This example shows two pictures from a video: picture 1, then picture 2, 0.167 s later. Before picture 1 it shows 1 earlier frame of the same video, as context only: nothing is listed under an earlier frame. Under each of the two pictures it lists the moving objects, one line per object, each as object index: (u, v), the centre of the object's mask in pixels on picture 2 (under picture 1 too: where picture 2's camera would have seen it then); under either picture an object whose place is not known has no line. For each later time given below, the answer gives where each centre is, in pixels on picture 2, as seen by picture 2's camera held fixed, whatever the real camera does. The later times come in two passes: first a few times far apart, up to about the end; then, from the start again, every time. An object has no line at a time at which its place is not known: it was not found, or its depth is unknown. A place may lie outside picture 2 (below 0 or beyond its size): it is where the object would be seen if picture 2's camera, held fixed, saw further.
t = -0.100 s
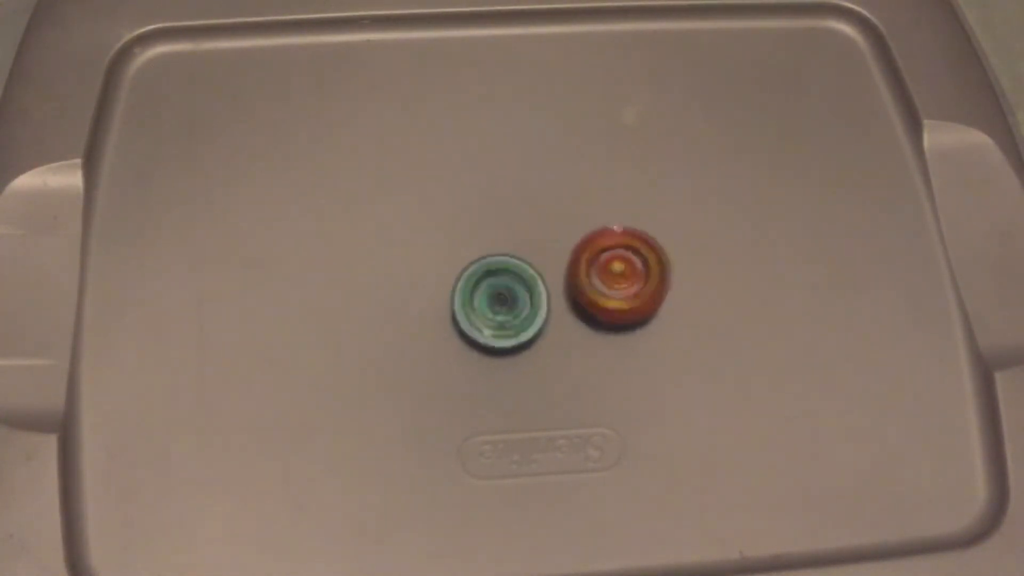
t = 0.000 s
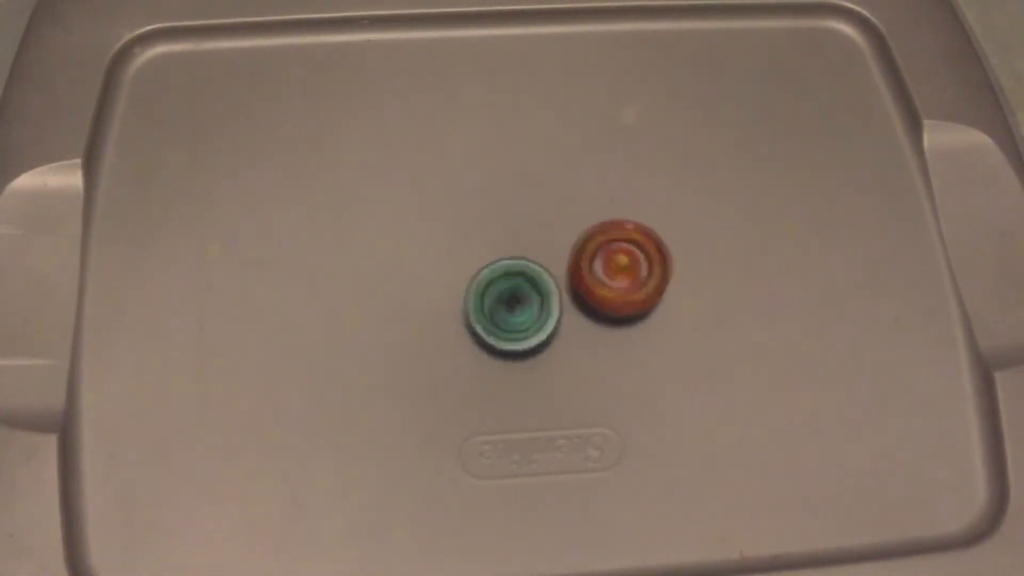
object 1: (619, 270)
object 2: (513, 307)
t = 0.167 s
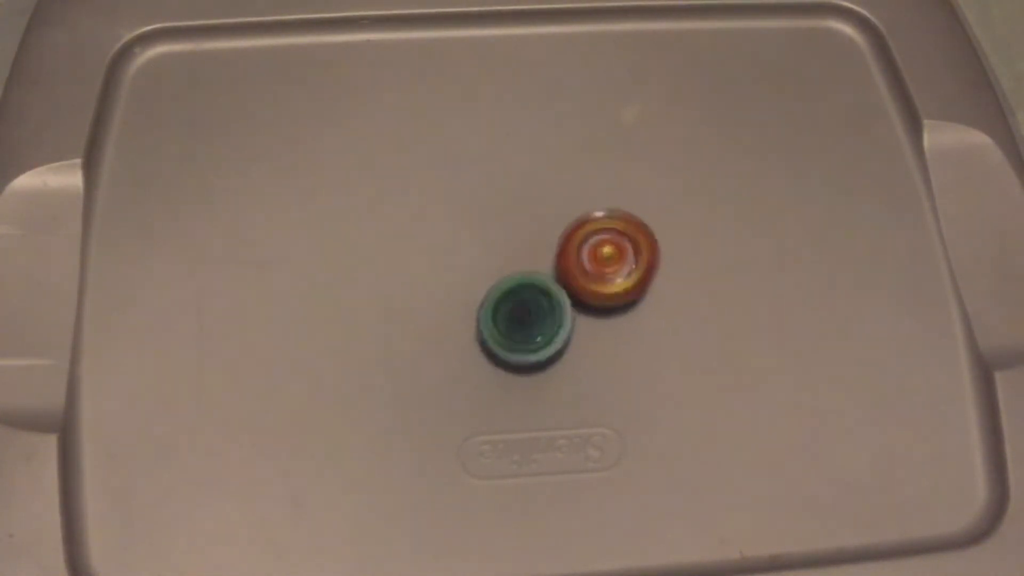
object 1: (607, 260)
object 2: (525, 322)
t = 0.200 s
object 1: (606, 256)
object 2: (520, 325)
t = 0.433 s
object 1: (580, 243)
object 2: (501, 333)
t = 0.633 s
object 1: (544, 242)
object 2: (483, 317)
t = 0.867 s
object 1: (532, 206)
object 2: (444, 326)
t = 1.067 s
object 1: (510, 195)
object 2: (448, 298)
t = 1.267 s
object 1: (487, 200)
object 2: (486, 297)
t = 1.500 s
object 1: (488, 219)
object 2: (514, 335)
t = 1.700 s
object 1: (505, 247)
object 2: (500, 347)
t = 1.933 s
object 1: (536, 247)
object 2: (482, 343)
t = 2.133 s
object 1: (536, 233)
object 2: (484, 335)
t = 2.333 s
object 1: (518, 235)
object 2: (501, 330)
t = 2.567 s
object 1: (516, 257)
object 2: (506, 352)
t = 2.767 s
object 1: (539, 262)
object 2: (499, 346)
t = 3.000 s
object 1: (544, 240)
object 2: (487, 325)
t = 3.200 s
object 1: (538, 237)
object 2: (489, 317)
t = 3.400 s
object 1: (531, 243)
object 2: (475, 346)
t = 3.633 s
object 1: (541, 245)
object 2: (461, 325)
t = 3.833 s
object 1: (550, 225)
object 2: (474, 305)
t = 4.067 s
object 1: (553, 208)
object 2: (490, 315)
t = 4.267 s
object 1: (549, 210)
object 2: (507, 314)
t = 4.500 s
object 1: (550, 212)
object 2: (520, 320)
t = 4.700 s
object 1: (550, 212)
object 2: (530, 310)
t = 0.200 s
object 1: (606, 256)
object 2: (520, 325)
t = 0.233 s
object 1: (601, 254)
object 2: (519, 327)
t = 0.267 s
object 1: (601, 252)
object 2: (519, 331)
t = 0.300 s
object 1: (597, 248)
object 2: (515, 333)
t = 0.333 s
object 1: (594, 247)
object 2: (510, 333)
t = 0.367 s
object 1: (589, 244)
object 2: (508, 333)
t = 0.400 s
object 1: (584, 244)
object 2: (505, 334)
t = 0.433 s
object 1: (580, 243)
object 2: (501, 333)
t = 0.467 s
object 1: (572, 242)
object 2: (499, 329)
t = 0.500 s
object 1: (567, 243)
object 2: (497, 327)
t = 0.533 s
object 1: (560, 244)
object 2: (494, 324)
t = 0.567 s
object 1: (554, 244)
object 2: (492, 320)
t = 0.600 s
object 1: (548, 243)
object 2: (488, 319)
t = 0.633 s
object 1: (544, 242)
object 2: (483, 317)
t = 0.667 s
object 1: (540, 238)
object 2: (476, 320)
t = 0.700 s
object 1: (541, 229)
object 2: (466, 330)
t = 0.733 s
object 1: (538, 223)
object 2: (458, 334)
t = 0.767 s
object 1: (537, 222)
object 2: (452, 333)
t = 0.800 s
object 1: (538, 217)
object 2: (450, 330)
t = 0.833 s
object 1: (536, 211)
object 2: (448, 329)
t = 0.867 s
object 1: (532, 206)
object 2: (444, 326)
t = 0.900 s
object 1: (528, 202)
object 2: (440, 321)
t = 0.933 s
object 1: (526, 200)
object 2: (440, 315)
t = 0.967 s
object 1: (521, 197)
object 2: (442, 312)
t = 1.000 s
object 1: (518, 196)
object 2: (442, 309)
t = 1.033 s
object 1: (516, 195)
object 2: (443, 303)
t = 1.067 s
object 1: (510, 195)
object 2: (448, 298)
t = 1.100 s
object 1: (507, 196)
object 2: (454, 295)
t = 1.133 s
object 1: (501, 197)
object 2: (459, 293)
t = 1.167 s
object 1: (498, 199)
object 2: (465, 290)
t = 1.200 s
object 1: (495, 199)
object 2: (473, 292)
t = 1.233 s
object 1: (491, 199)
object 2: (479, 295)
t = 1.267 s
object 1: (487, 200)
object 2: (486, 297)
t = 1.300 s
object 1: (486, 204)
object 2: (493, 301)
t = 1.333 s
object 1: (489, 205)
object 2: (498, 306)
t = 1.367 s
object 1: (486, 205)
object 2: (504, 311)
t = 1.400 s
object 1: (486, 209)
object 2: (508, 317)
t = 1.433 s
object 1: (487, 211)
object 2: (510, 324)
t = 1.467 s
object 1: (486, 215)
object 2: (512, 330)
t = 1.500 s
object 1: (488, 219)
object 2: (514, 335)
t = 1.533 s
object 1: (488, 222)
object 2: (511, 338)
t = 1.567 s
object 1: (491, 229)
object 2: (510, 340)
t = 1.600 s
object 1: (495, 232)
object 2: (509, 343)
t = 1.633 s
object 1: (497, 237)
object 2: (507, 345)
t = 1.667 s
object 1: (501, 242)
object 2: (504, 347)
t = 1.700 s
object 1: (505, 247)
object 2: (500, 347)
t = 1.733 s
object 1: (510, 251)
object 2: (497, 345)
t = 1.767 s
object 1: (515, 254)
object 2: (496, 344)
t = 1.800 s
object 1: (520, 255)
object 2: (493, 346)
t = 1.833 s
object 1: (524, 256)
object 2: (490, 343)
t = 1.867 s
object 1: (527, 256)
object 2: (487, 340)
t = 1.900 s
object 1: (533, 253)
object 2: (485, 343)
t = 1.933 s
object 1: (536, 247)
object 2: (482, 343)
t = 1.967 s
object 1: (538, 244)
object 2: (481, 340)
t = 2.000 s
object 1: (539, 240)
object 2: (482, 338)
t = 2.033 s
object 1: (538, 237)
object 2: (485, 338)
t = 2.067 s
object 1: (537, 236)
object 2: (485, 340)
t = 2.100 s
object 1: (537, 234)
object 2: (483, 338)
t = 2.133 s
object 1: (536, 233)
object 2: (484, 335)
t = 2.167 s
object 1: (536, 231)
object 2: (487, 331)
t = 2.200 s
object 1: (532, 228)
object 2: (492, 330)
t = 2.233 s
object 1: (528, 229)
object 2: (495, 331)
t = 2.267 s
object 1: (524, 230)
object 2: (497, 332)
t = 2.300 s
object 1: (519, 232)
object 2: (498, 331)
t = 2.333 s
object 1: (518, 235)
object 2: (501, 330)
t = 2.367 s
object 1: (517, 237)
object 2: (505, 335)
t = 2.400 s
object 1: (515, 239)
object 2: (505, 338)
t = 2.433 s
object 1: (513, 243)
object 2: (508, 339)
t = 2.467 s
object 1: (512, 245)
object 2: (510, 343)
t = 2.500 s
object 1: (512, 250)
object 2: (508, 347)
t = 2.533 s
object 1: (514, 255)
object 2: (507, 350)
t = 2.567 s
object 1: (516, 257)
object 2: (506, 352)
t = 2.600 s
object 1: (521, 259)
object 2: (505, 352)
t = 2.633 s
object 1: (525, 260)
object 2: (503, 353)
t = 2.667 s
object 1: (526, 260)
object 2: (501, 352)
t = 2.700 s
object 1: (532, 262)
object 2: (500, 351)
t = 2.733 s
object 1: (536, 262)
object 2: (498, 349)
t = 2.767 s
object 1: (539, 262)
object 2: (499, 346)
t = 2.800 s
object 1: (544, 260)
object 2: (497, 343)
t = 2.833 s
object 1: (545, 258)
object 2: (495, 340)
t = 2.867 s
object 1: (548, 254)
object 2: (489, 341)
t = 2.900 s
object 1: (550, 247)
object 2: (482, 339)
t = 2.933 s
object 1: (548, 243)
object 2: (479, 334)
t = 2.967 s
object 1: (546, 241)
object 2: (483, 330)
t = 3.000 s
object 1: (544, 240)
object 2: (487, 325)
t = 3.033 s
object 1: (542, 240)
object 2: (486, 324)
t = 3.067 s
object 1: (543, 238)
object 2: (488, 321)
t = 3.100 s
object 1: (542, 237)
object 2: (489, 319)
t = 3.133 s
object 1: (541, 237)
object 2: (491, 317)
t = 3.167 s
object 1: (539, 237)
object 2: (491, 316)
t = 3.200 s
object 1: (538, 237)
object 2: (489, 317)
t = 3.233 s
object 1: (538, 240)
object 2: (488, 319)
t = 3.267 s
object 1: (536, 239)
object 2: (484, 327)
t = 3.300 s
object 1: (534, 236)
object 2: (480, 333)
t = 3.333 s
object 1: (531, 237)
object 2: (481, 338)
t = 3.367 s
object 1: (530, 239)
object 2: (478, 342)
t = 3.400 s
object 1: (531, 243)
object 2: (475, 346)
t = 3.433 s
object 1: (532, 245)
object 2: (470, 347)
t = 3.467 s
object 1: (535, 247)
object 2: (467, 347)
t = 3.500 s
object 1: (538, 246)
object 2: (464, 344)
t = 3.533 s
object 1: (539, 246)
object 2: (463, 342)
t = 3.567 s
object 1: (540, 245)
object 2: (460, 336)
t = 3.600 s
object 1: (541, 245)
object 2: (459, 332)
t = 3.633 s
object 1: (541, 245)
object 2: (461, 325)
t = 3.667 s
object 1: (541, 245)
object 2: (465, 320)
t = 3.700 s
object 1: (541, 245)
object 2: (468, 314)
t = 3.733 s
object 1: (541, 242)
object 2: (471, 312)
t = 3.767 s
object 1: (544, 233)
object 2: (471, 310)
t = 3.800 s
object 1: (547, 230)
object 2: (472, 307)
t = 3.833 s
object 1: (550, 225)
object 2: (474, 305)
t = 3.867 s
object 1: (552, 220)
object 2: (476, 305)
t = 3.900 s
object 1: (553, 216)
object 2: (479, 304)
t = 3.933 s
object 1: (555, 212)
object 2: (482, 304)
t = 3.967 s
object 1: (554, 210)
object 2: (485, 304)
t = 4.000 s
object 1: (554, 208)
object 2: (489, 308)
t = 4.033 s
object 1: (554, 208)
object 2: (491, 312)
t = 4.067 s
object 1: (553, 208)
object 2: (490, 315)
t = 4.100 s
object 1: (551, 209)
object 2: (491, 315)
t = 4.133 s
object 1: (550, 210)
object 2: (495, 315)
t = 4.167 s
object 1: (549, 210)
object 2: (500, 314)
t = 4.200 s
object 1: (548, 209)
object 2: (502, 314)
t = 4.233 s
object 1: (548, 209)
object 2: (505, 313)
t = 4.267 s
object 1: (549, 210)
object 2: (507, 314)
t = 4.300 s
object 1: (551, 212)
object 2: (508, 313)
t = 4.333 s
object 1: (552, 212)
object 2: (511, 314)
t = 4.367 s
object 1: (552, 212)
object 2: (515, 316)
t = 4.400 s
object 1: (551, 212)
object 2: (518, 319)
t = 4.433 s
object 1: (550, 212)
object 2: (518, 322)
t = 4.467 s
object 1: (549, 211)
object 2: (517, 322)
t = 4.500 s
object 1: (550, 212)
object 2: (520, 320)
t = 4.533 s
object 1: (551, 212)
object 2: (523, 319)
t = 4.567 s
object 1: (551, 212)
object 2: (525, 317)
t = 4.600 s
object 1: (550, 212)
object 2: (525, 316)
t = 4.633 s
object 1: (550, 212)
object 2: (526, 314)
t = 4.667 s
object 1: (550, 212)
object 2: (529, 311)
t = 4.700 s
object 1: (550, 212)
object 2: (530, 310)
